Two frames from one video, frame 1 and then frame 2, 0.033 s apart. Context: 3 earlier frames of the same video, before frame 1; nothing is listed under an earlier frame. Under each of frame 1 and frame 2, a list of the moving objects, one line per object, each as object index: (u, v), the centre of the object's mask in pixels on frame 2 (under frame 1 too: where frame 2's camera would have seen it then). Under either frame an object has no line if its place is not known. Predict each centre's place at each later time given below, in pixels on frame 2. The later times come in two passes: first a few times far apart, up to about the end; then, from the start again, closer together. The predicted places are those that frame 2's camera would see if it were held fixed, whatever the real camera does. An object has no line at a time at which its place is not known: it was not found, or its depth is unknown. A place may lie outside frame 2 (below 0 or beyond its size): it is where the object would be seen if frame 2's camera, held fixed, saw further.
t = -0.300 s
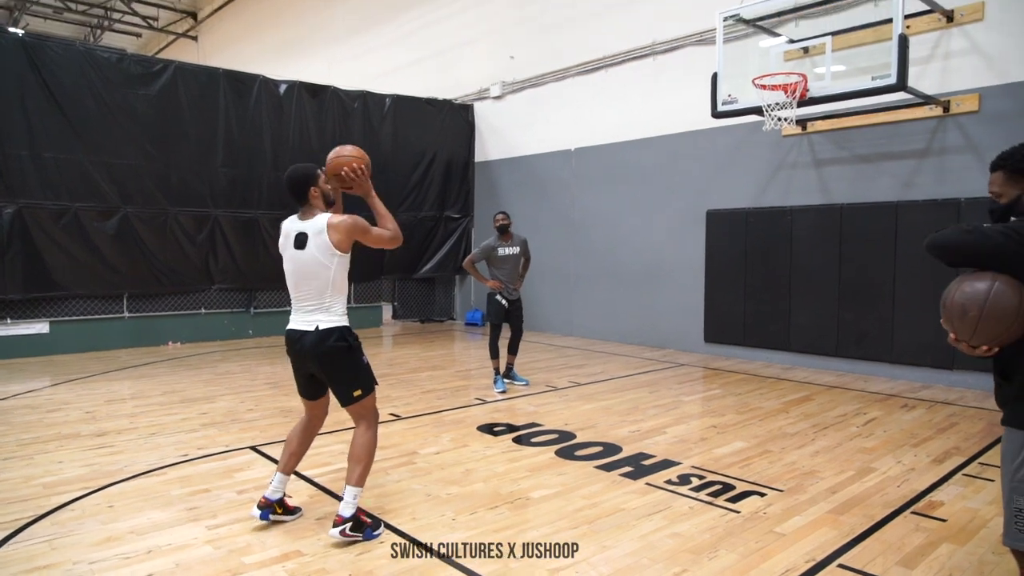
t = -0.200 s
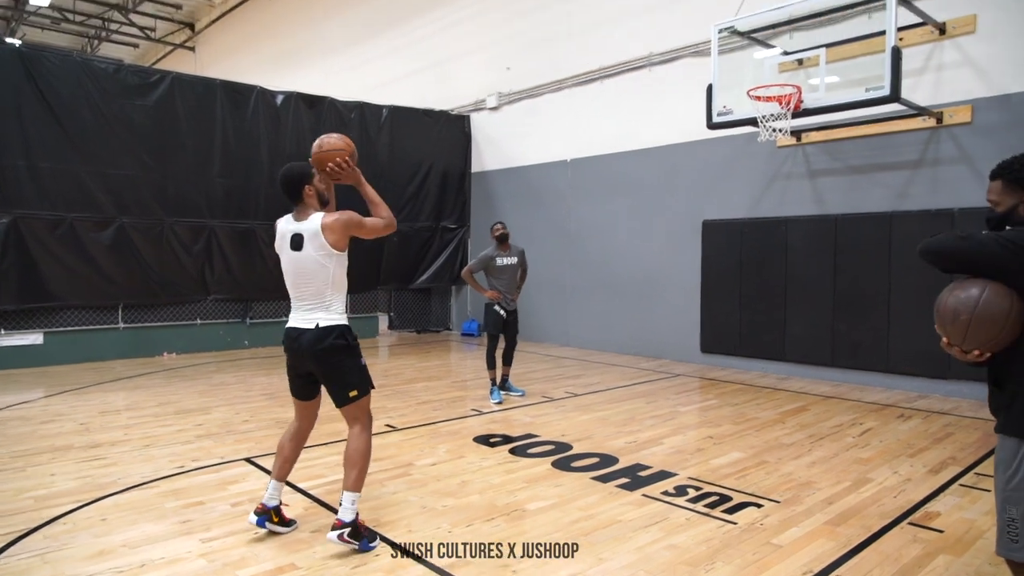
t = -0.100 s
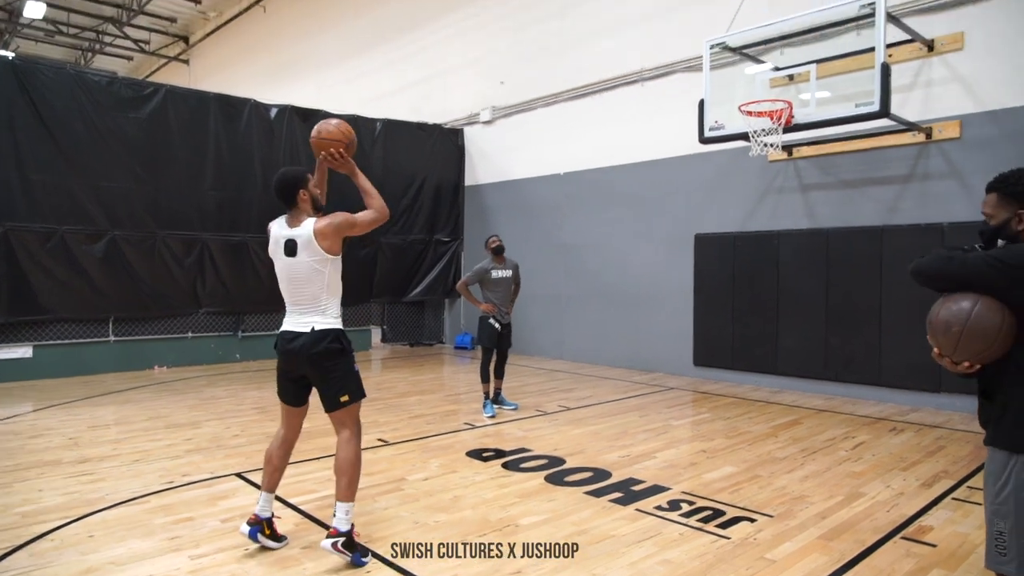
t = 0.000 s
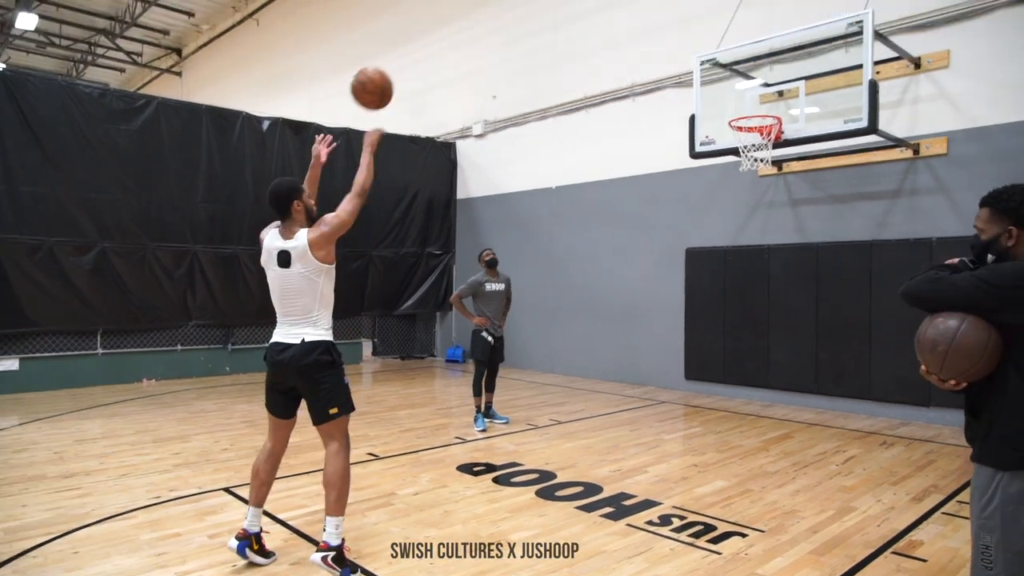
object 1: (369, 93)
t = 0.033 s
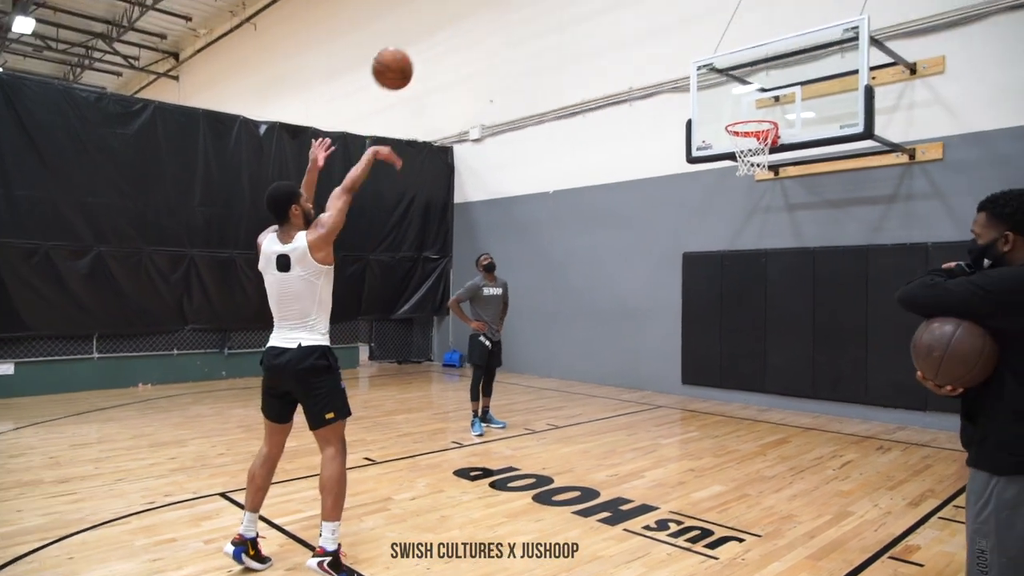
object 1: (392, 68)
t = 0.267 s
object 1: (525, -20)
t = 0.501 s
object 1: (621, -32)
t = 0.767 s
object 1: (705, 35)
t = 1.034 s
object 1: (742, 142)
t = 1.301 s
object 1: (728, 149)
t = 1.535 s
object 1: (730, 201)
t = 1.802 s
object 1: (731, 334)
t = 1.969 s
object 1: (731, 436)
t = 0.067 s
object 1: (414, 47)
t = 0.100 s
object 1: (435, 29)
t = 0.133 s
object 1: (455, 13)
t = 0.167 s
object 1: (473, 0)
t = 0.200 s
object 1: (492, -8)
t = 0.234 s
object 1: (509, -14)
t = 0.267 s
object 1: (525, -20)
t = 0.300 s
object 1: (540, -25)
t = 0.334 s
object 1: (555, -29)
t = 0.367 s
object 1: (570, -31)
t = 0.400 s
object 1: (583, -33)
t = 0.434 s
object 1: (596, -34)
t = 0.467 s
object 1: (609, -33)
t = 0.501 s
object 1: (621, -32)
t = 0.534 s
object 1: (633, -28)
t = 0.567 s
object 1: (644, -22)
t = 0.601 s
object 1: (655, -15)
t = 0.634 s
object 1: (666, -7)
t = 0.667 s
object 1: (676, 2)
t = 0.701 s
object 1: (686, 12)
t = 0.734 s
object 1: (696, 23)
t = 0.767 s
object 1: (705, 35)
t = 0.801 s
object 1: (715, 47)
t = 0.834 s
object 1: (723, 60)
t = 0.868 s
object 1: (731, 75)
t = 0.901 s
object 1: (740, 89)
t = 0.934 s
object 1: (748, 105)
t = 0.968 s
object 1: (756, 116)
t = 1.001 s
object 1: (754, 134)
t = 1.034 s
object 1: (742, 142)
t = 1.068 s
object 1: (733, 150)
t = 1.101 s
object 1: (728, 149)
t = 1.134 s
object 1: (728, 151)
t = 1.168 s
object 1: (727, 147)
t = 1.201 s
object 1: (727, 147)
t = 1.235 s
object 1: (727, 146)
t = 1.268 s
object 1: (727, 147)
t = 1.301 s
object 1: (728, 149)
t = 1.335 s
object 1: (729, 152)
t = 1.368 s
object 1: (729, 157)
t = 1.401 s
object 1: (729, 164)
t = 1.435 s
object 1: (730, 171)
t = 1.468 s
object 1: (730, 180)
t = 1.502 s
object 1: (730, 190)
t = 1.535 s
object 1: (730, 201)
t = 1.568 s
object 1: (730, 213)
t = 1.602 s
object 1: (731, 227)
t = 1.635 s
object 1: (731, 242)
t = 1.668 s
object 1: (731, 258)
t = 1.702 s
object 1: (731, 274)
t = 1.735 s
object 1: (731, 293)
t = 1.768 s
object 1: (731, 313)
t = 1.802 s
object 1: (731, 334)
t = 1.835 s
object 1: (731, 356)
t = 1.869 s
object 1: (731, 379)
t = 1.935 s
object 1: (730, 429)
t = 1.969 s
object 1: (731, 436)
